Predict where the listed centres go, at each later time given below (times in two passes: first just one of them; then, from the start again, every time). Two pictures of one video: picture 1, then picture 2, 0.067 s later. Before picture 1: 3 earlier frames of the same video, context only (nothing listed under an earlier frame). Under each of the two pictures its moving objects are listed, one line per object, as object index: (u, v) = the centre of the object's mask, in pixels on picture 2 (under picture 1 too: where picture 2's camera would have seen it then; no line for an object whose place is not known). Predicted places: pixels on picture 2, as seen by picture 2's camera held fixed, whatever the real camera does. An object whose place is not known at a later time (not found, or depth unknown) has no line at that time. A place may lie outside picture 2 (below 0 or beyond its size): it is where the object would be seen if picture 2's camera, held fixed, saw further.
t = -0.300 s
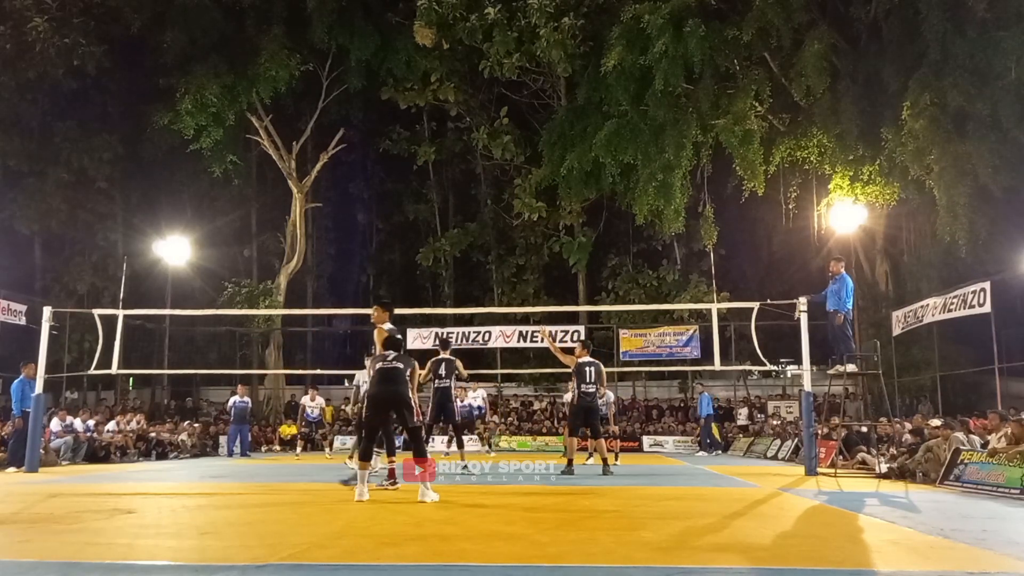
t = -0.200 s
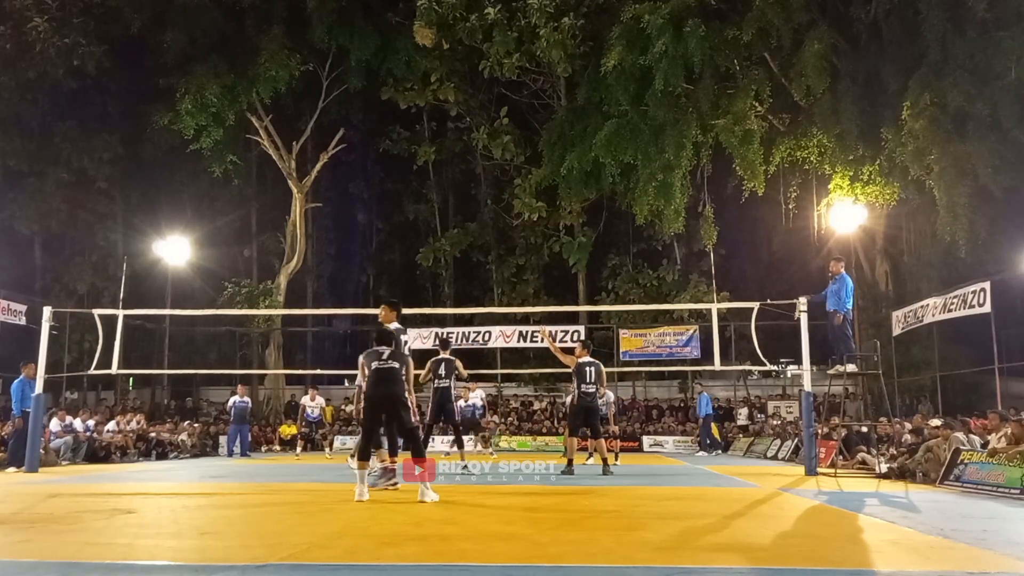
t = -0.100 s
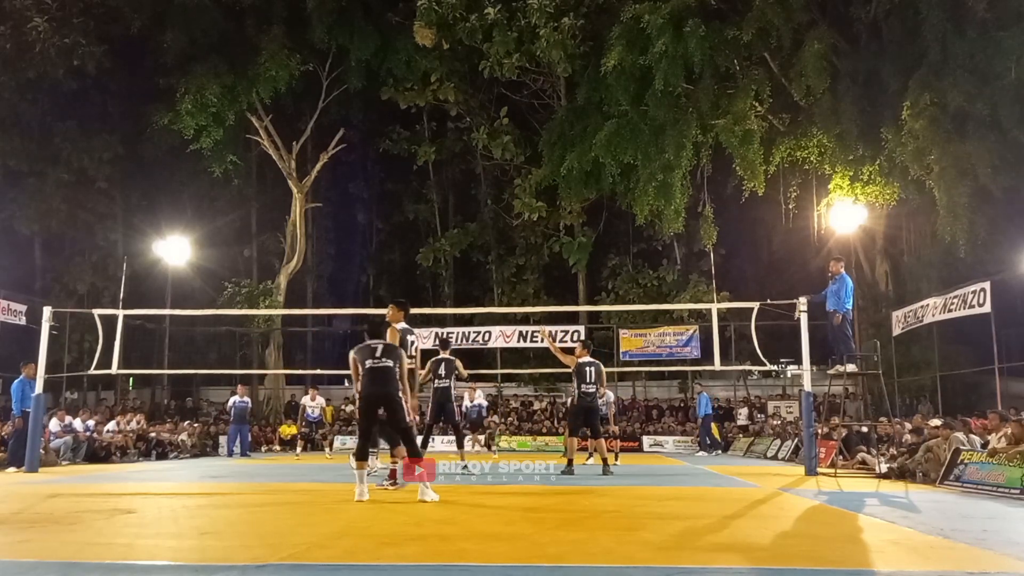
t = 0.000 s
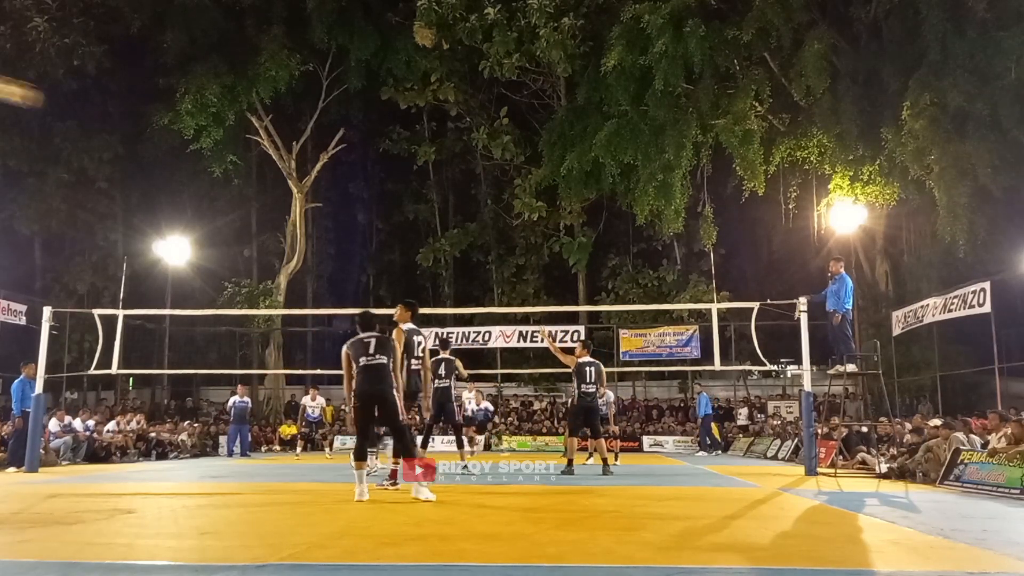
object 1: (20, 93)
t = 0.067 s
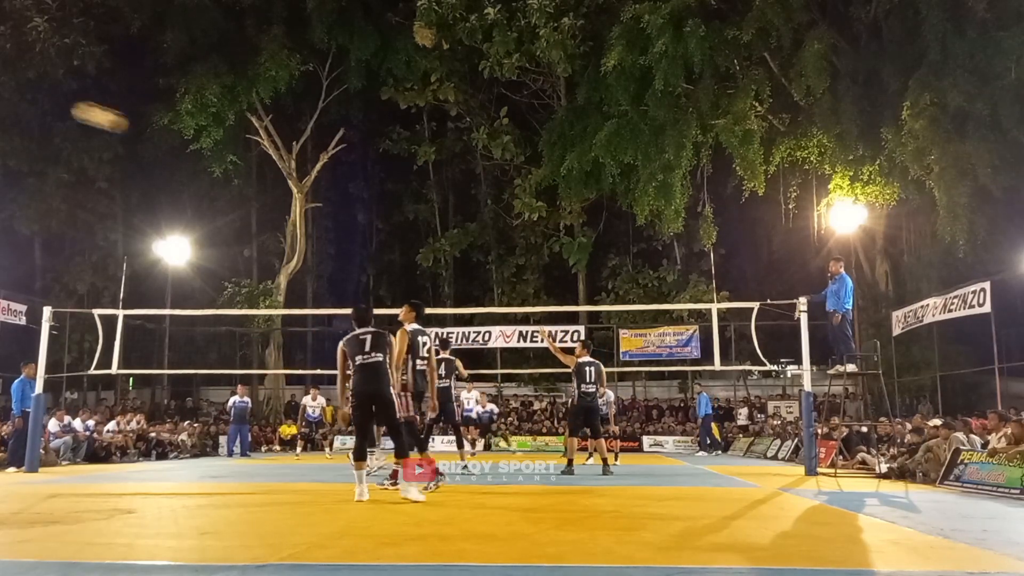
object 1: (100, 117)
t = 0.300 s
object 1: (301, 209)
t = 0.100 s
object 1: (138, 130)
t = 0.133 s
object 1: (173, 143)
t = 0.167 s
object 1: (204, 156)
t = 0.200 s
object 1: (232, 169)
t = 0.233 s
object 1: (257, 182)
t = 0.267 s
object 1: (278, 195)
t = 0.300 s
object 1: (301, 209)
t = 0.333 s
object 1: (320, 222)
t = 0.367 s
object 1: (338, 236)
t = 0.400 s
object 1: (354, 249)
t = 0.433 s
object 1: (369, 262)
